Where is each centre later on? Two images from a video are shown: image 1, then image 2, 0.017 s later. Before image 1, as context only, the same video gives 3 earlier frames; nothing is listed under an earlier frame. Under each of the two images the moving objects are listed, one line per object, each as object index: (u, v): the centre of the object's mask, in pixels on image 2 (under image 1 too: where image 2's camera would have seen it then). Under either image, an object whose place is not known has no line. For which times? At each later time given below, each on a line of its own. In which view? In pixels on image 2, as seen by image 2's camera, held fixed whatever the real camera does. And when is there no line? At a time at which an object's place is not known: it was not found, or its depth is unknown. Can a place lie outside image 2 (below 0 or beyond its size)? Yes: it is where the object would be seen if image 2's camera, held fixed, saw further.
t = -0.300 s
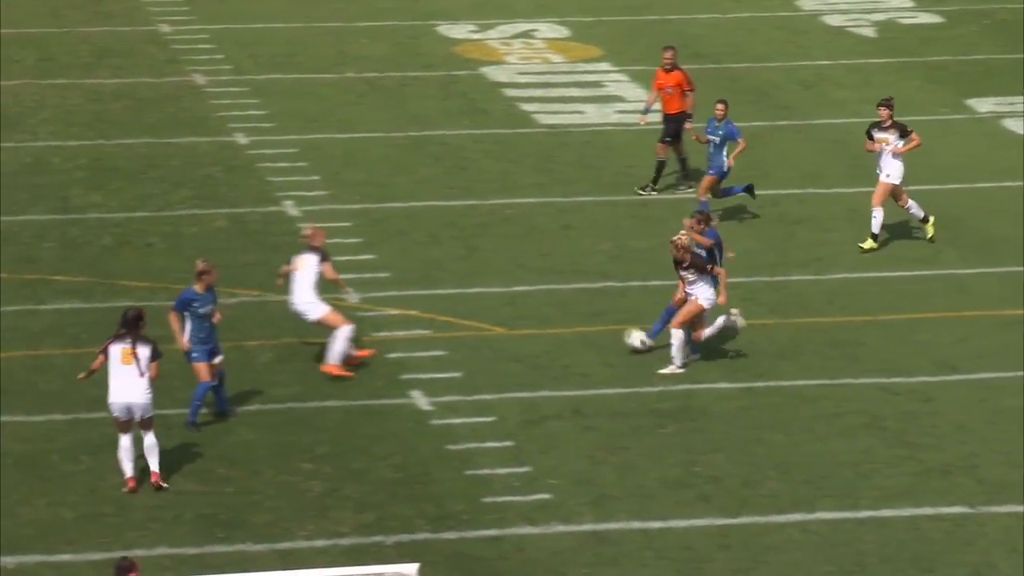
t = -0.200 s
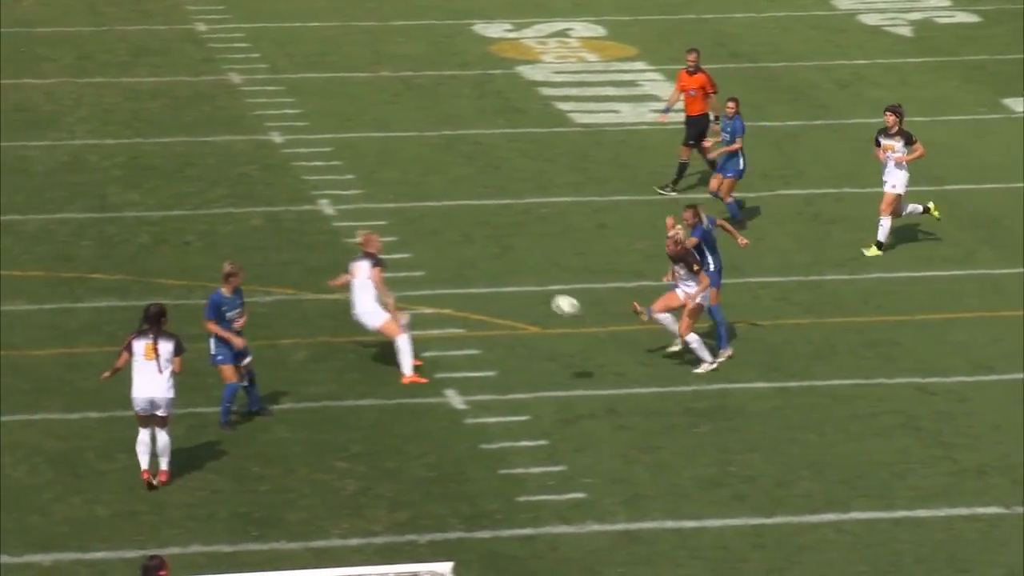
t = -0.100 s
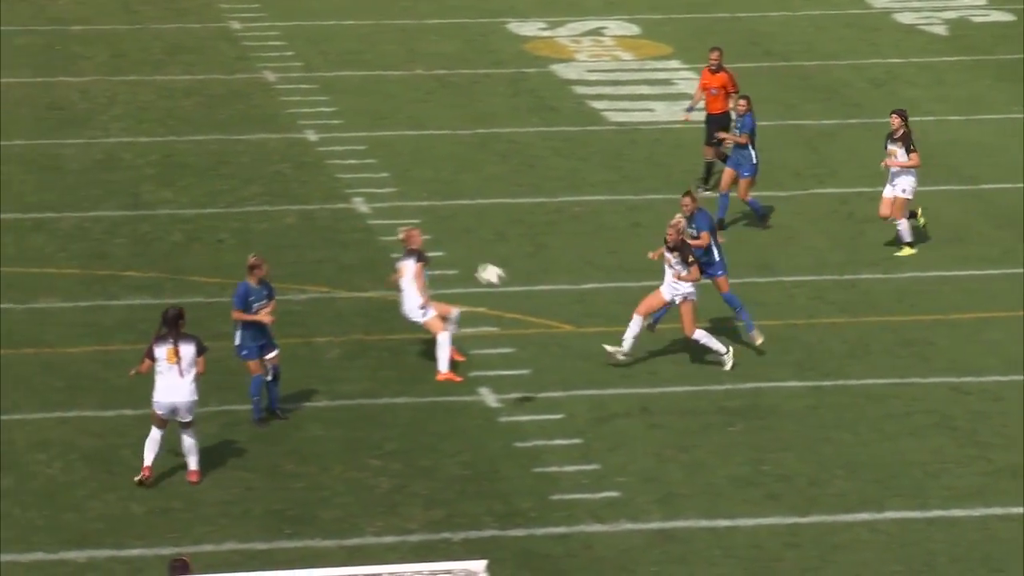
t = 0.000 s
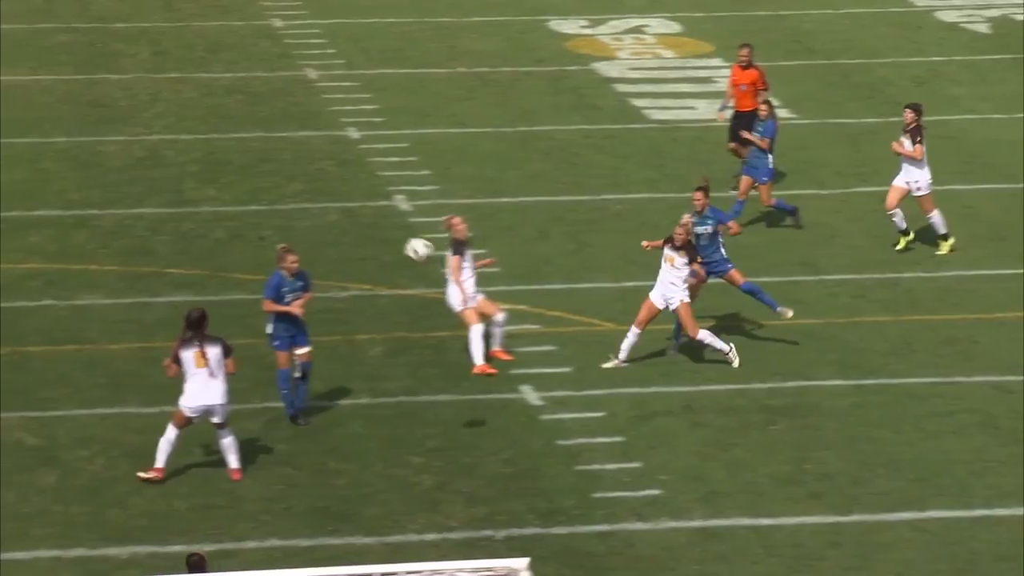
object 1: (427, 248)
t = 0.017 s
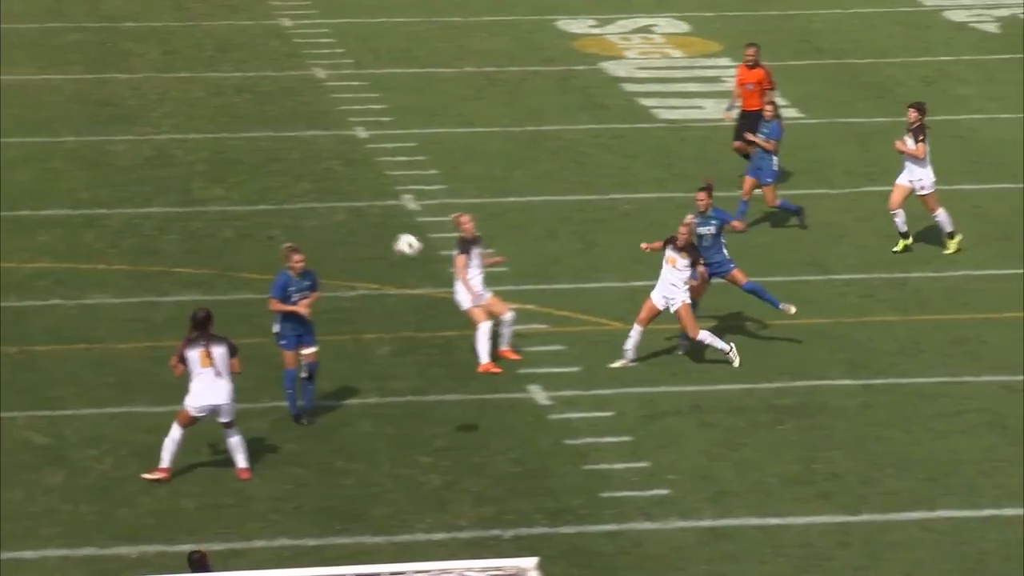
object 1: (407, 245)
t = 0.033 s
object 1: (387, 242)
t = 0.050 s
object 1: (368, 239)
